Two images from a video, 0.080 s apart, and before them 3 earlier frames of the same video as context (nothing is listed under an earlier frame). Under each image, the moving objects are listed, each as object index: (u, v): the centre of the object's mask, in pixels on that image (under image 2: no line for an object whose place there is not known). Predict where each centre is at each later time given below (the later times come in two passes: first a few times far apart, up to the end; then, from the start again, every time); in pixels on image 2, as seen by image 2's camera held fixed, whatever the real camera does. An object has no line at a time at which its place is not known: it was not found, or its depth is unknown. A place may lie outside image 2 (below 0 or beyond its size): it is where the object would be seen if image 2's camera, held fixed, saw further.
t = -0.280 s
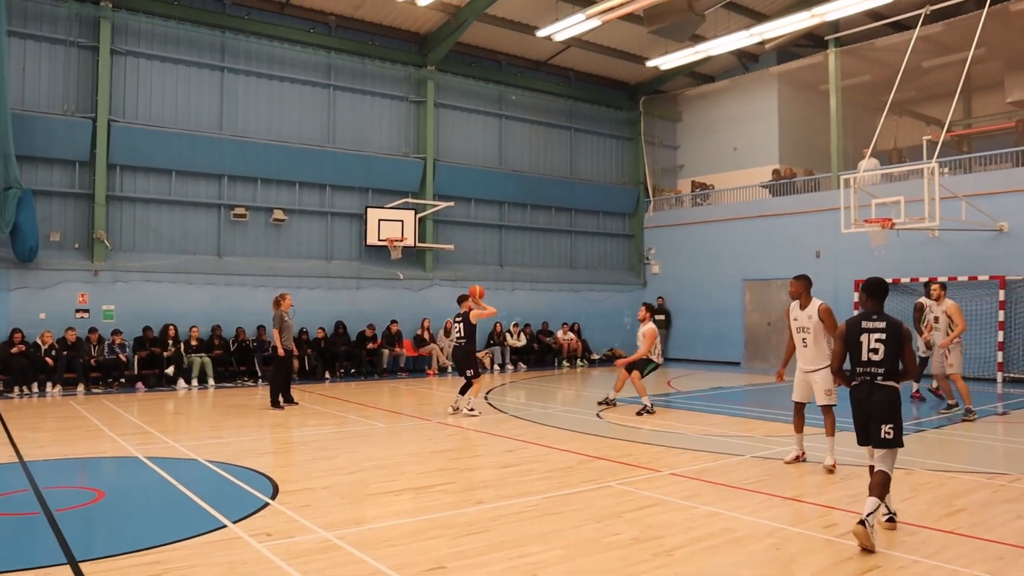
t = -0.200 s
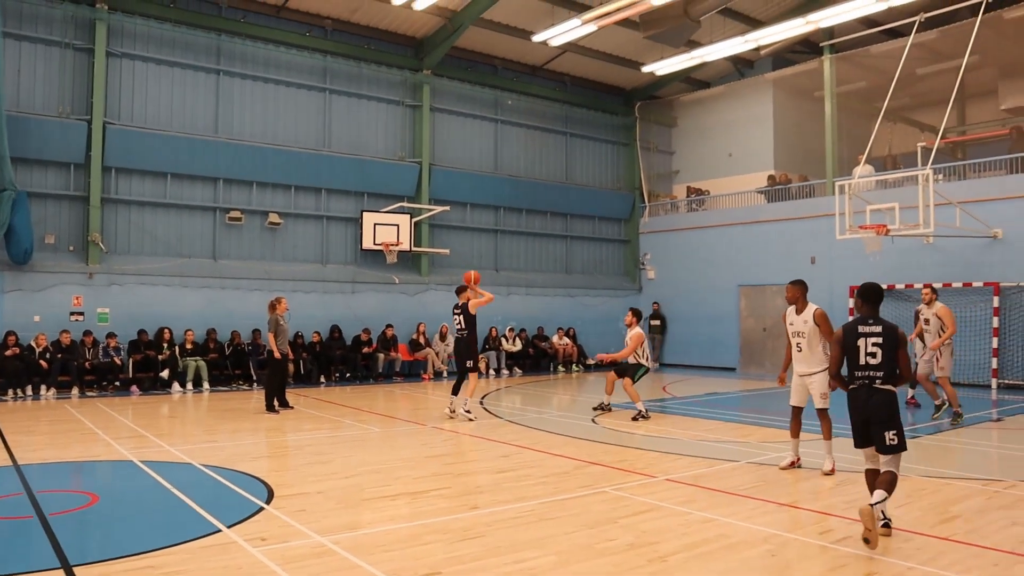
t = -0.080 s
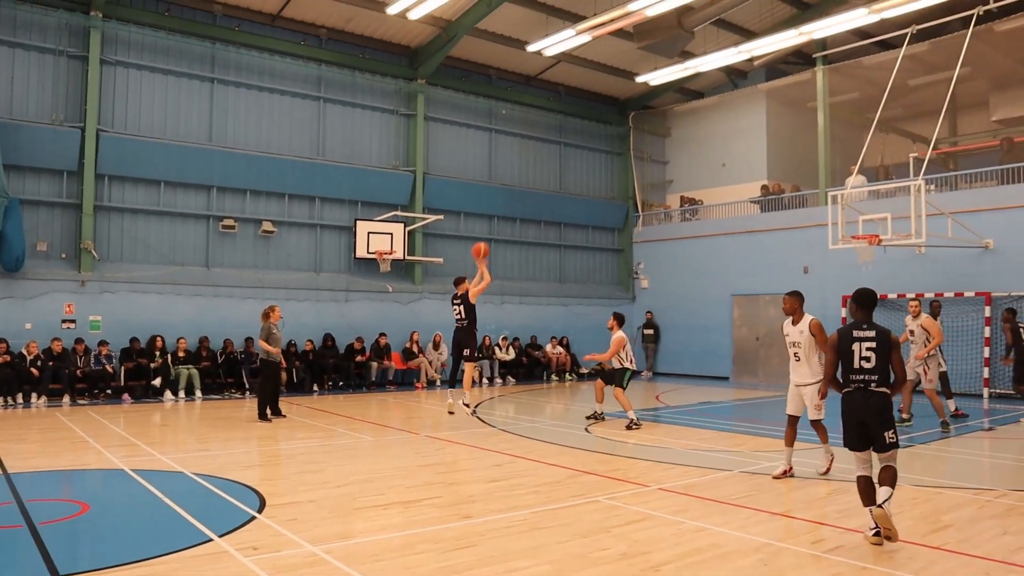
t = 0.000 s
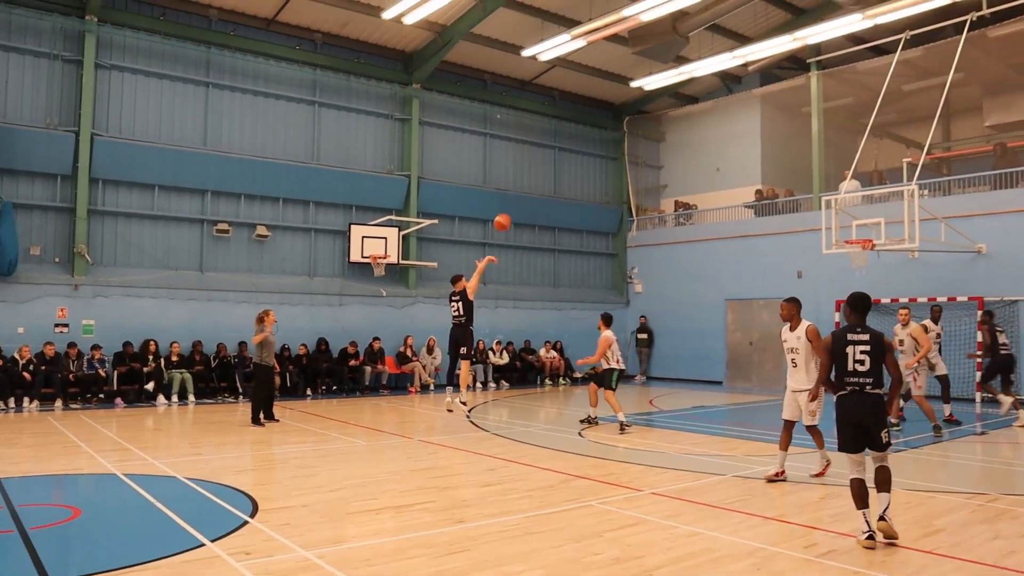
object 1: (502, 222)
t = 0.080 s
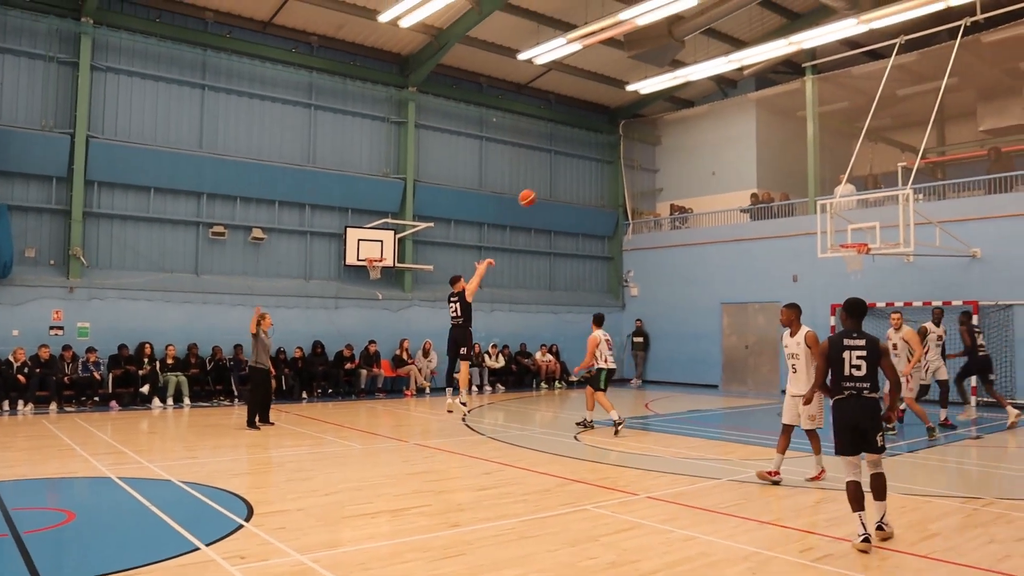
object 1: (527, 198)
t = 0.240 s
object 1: (582, 157)
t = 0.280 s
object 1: (595, 149)
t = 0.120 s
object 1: (541, 186)
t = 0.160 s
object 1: (555, 175)
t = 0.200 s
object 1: (569, 165)
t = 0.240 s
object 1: (582, 157)
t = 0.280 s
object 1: (595, 149)
